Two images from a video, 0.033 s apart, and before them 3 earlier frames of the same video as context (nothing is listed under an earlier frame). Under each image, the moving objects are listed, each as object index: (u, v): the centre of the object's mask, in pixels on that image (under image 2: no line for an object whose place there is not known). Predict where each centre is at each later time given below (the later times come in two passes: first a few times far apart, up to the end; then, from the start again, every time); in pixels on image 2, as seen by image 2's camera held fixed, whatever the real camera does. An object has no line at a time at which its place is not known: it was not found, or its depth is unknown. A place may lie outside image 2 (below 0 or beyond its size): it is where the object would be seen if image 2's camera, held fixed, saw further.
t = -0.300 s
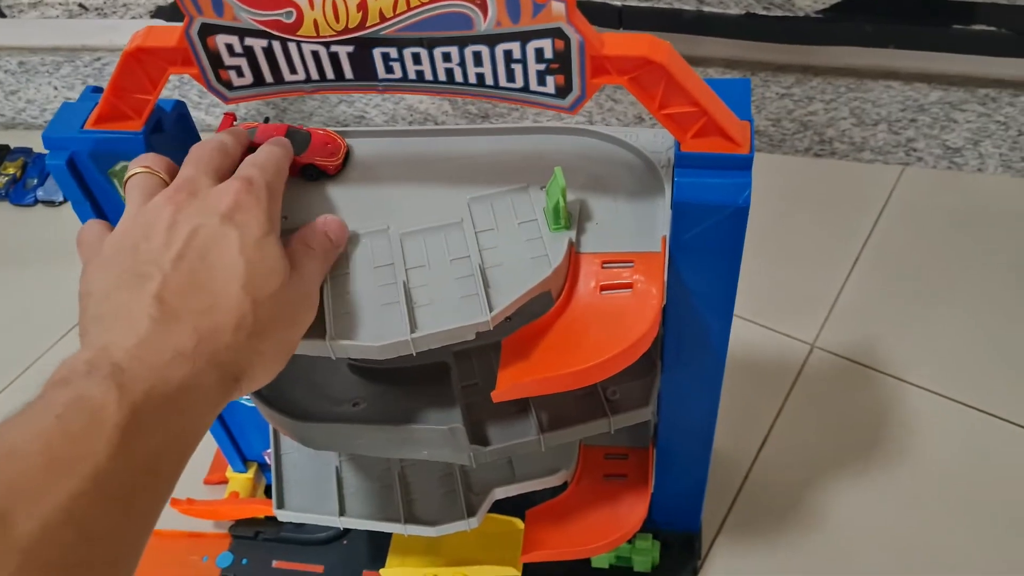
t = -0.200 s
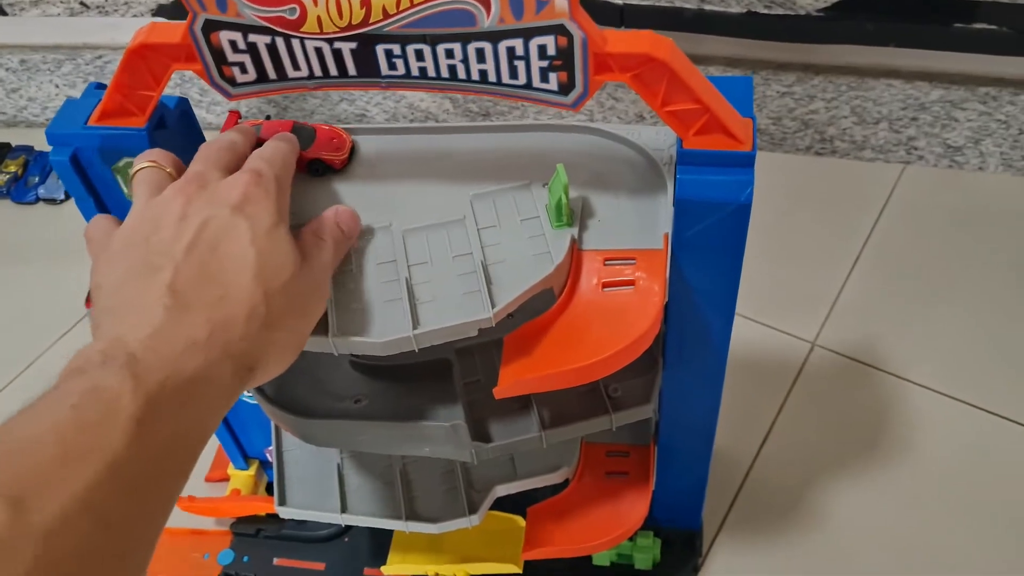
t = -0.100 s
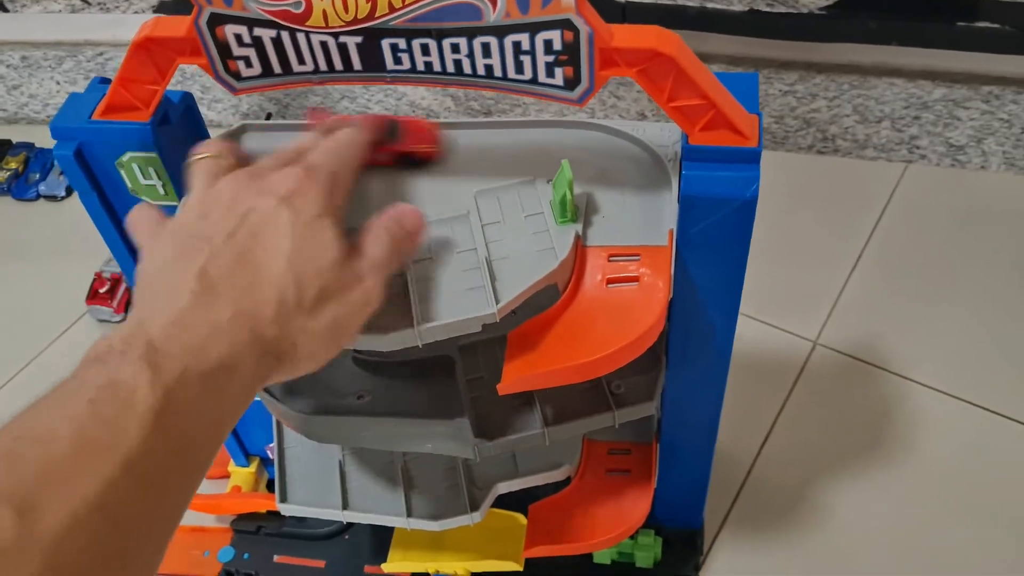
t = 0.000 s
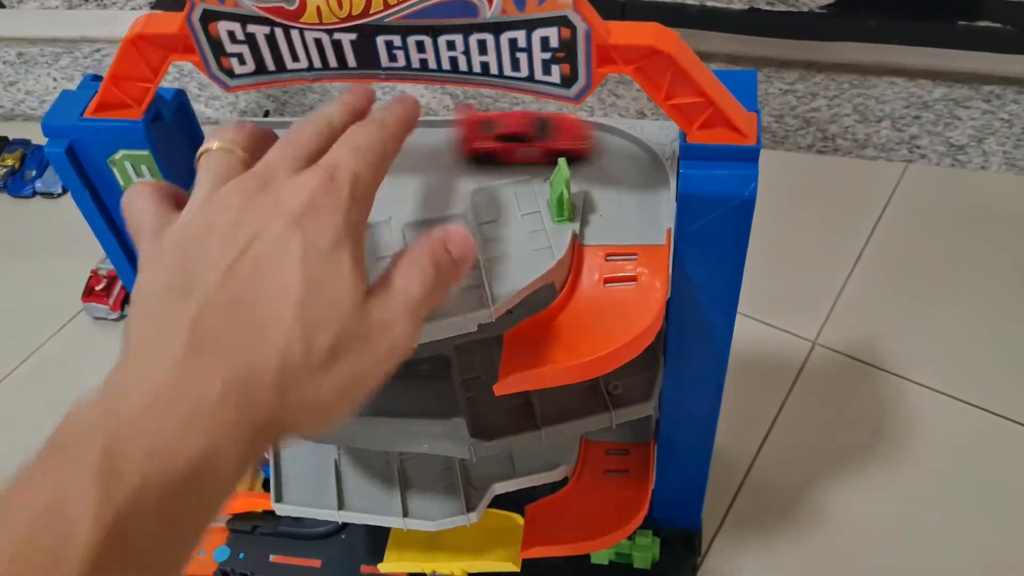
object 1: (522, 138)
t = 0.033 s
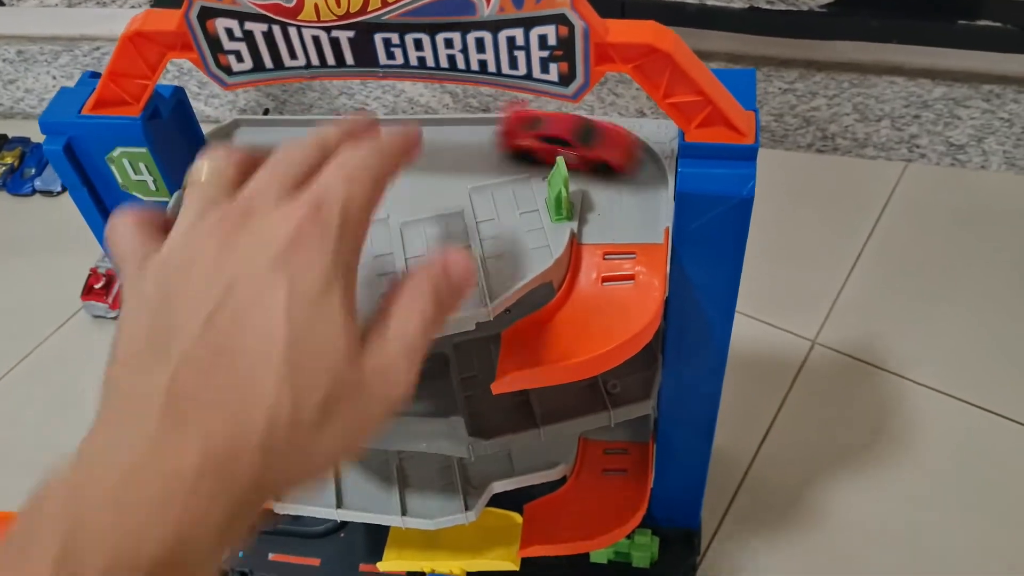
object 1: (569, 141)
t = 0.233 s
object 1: (617, 275)
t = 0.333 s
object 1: (554, 337)
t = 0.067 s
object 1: (602, 155)
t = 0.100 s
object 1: (618, 172)
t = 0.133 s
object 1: (630, 195)
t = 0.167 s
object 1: (633, 222)
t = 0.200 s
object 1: (629, 254)
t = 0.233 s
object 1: (617, 275)
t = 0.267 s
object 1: (594, 298)
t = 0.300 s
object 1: (574, 316)
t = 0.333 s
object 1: (554, 337)
